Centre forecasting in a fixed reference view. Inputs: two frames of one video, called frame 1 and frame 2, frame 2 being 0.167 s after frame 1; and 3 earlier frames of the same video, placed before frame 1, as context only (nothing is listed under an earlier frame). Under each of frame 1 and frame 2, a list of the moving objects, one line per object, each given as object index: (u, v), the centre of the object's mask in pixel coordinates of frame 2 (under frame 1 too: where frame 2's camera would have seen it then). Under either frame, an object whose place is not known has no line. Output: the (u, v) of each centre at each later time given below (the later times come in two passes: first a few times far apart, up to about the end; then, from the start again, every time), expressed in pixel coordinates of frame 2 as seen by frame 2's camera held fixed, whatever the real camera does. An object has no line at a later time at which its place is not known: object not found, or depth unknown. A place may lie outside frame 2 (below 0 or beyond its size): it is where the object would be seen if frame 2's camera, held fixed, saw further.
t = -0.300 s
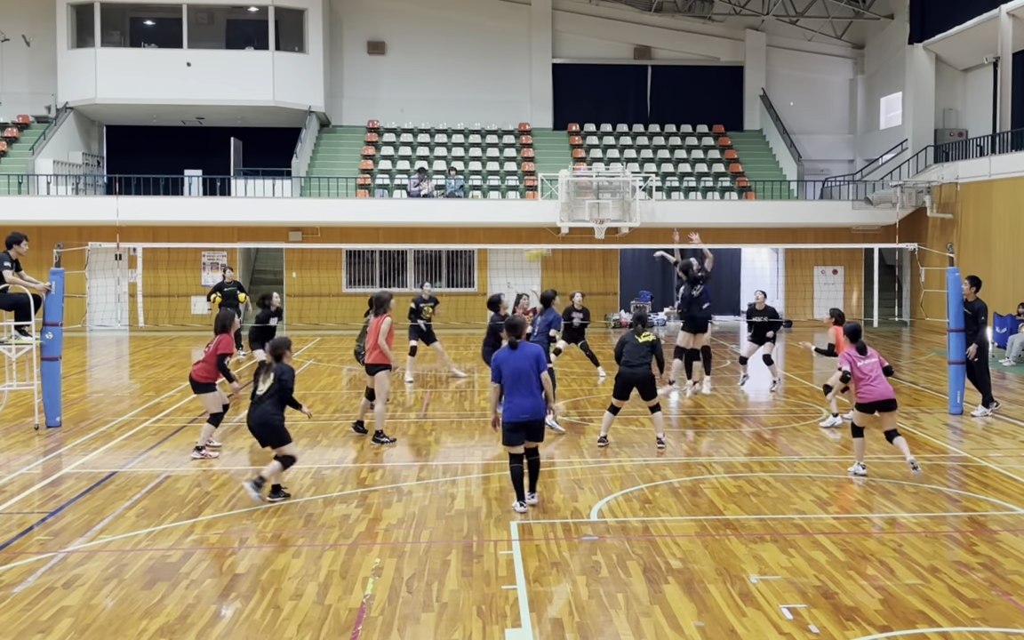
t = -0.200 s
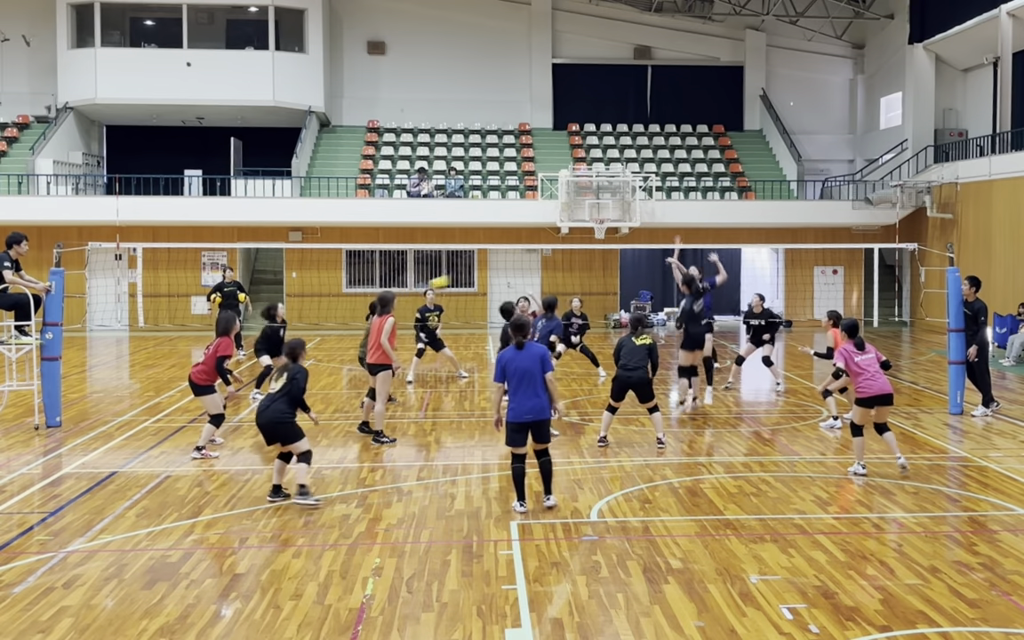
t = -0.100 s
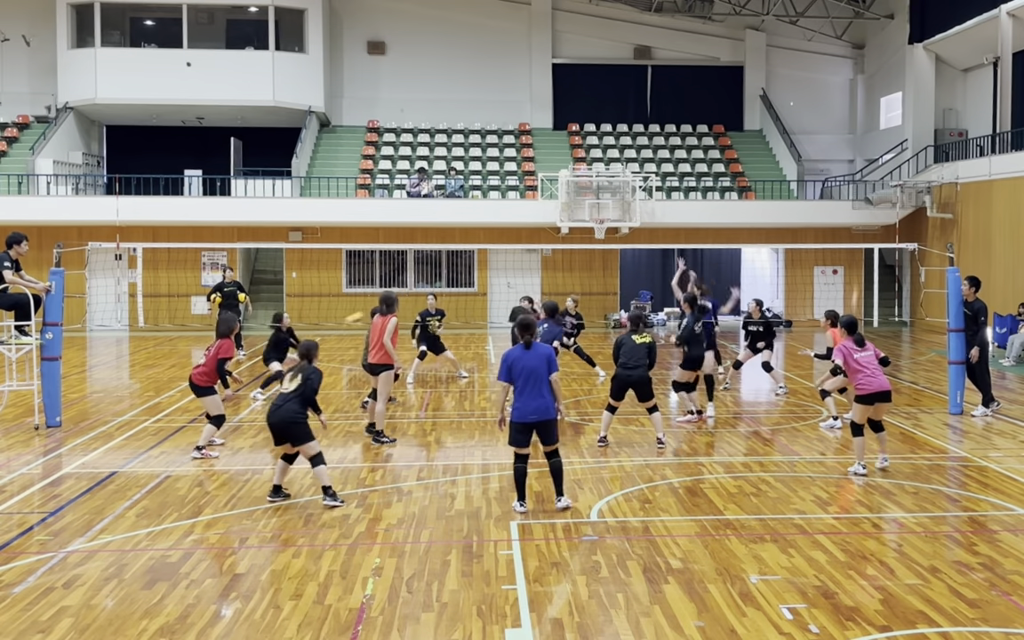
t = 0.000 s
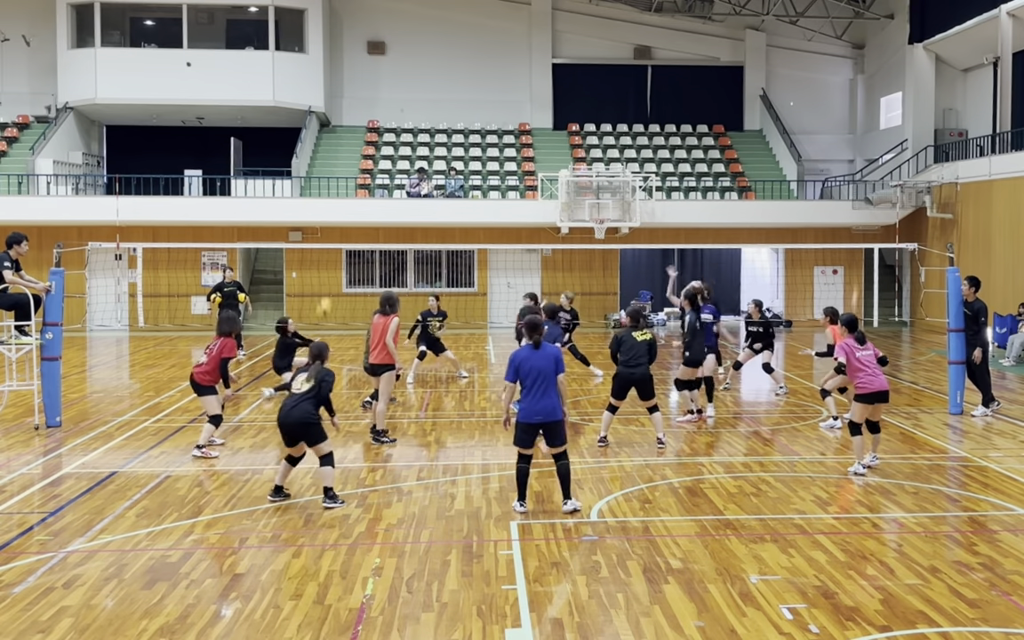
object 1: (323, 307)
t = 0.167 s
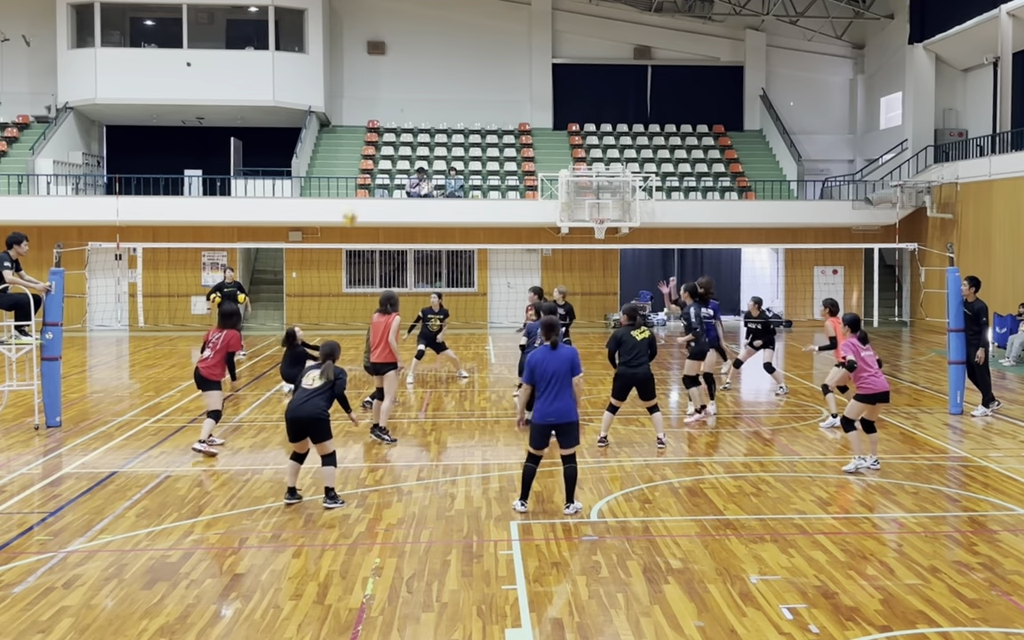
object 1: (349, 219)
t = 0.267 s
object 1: (364, 169)
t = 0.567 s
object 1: (402, 71)
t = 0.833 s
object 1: (434, 34)
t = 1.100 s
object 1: (467, 49)
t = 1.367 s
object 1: (502, 116)
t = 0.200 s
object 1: (355, 199)
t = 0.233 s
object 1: (359, 184)
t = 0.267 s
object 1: (364, 169)
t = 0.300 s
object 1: (368, 155)
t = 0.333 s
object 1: (372, 142)
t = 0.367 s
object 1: (377, 130)
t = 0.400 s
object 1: (380, 118)
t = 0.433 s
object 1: (385, 107)
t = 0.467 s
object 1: (390, 97)
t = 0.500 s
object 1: (393, 88)
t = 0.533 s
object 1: (397, 78)
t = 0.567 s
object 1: (402, 71)
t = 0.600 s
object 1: (406, 64)
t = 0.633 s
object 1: (410, 57)
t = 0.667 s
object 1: (414, 51)
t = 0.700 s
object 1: (418, 46)
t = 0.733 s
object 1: (422, 43)
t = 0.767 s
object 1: (426, 40)
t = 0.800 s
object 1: (430, 37)
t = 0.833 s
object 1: (434, 34)
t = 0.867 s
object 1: (438, 34)
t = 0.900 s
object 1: (442, 34)
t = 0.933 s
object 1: (447, 35)
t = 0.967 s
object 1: (451, 36)
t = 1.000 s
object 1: (455, 37)
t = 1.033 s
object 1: (459, 41)
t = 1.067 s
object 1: (463, 45)
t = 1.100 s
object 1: (467, 49)
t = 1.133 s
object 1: (471, 54)
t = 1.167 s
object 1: (475, 61)
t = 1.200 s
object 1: (480, 68)
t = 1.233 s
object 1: (484, 76)
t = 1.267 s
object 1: (489, 85)
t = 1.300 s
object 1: (493, 94)
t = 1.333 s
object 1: (497, 104)
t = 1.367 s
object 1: (502, 116)
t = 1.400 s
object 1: (505, 128)
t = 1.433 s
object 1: (510, 140)
